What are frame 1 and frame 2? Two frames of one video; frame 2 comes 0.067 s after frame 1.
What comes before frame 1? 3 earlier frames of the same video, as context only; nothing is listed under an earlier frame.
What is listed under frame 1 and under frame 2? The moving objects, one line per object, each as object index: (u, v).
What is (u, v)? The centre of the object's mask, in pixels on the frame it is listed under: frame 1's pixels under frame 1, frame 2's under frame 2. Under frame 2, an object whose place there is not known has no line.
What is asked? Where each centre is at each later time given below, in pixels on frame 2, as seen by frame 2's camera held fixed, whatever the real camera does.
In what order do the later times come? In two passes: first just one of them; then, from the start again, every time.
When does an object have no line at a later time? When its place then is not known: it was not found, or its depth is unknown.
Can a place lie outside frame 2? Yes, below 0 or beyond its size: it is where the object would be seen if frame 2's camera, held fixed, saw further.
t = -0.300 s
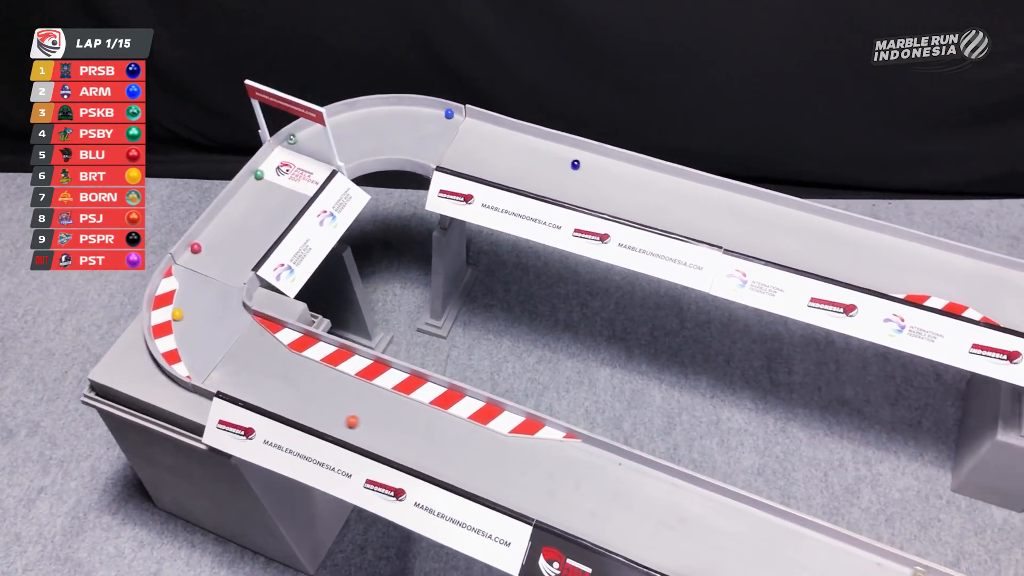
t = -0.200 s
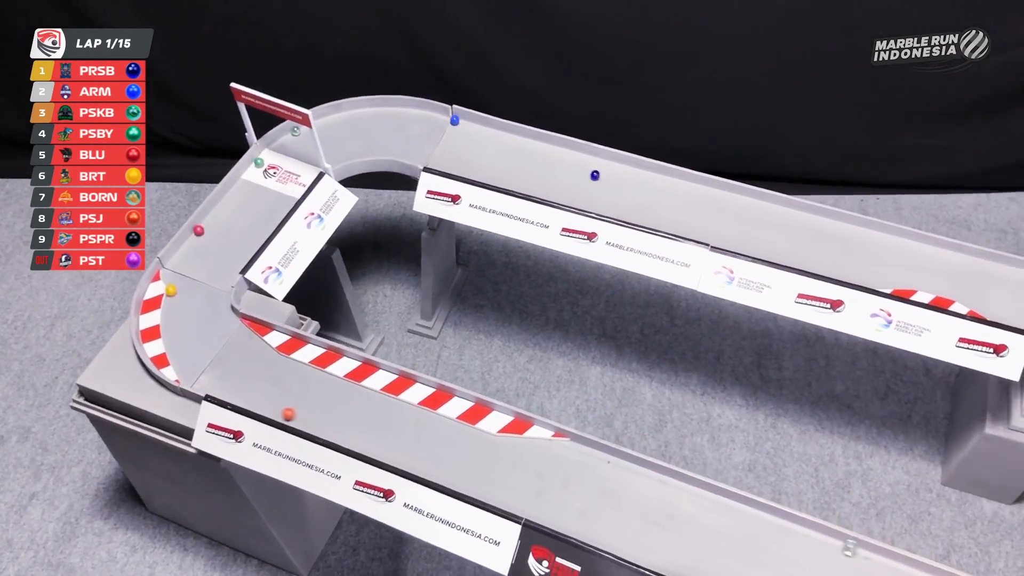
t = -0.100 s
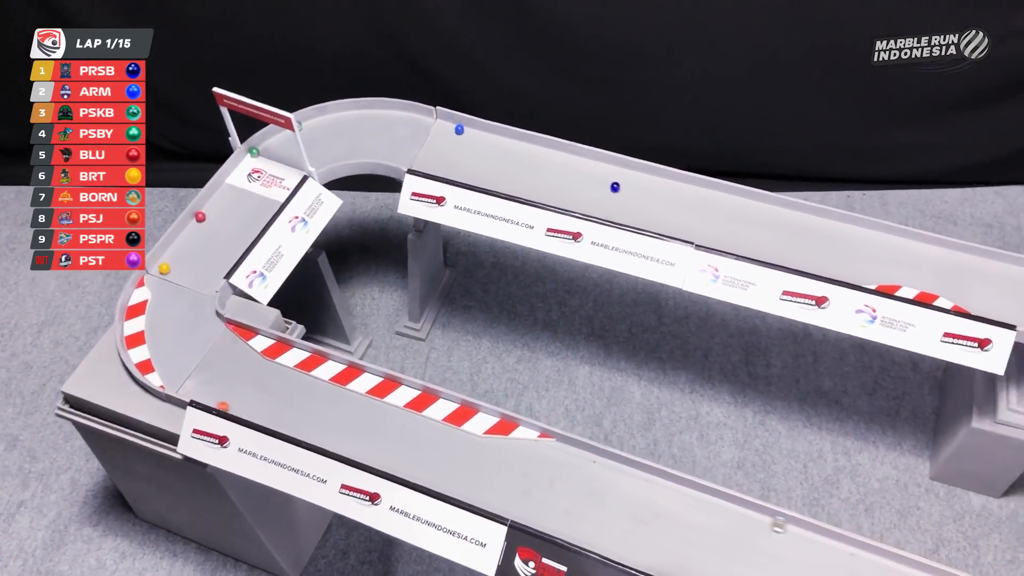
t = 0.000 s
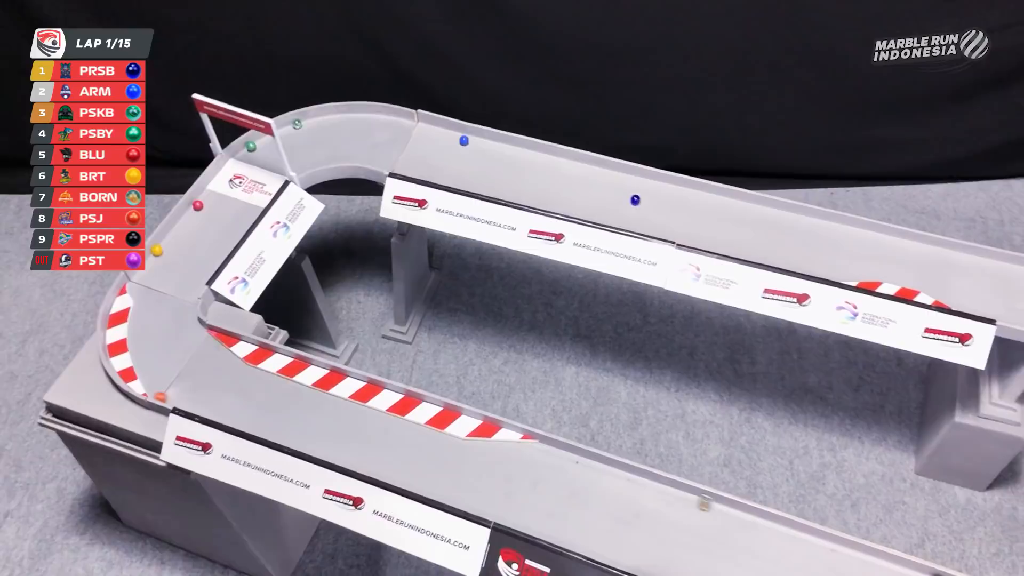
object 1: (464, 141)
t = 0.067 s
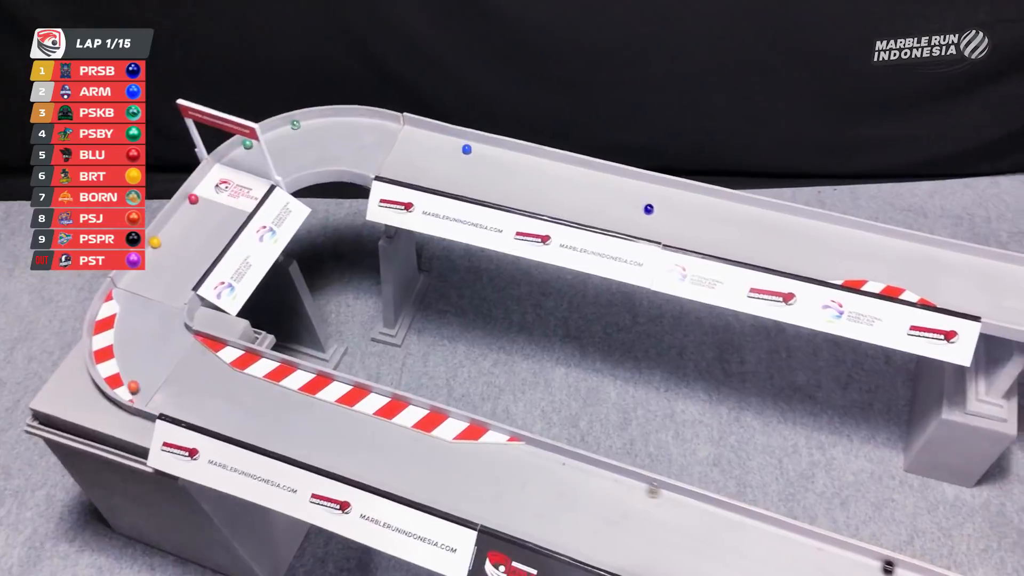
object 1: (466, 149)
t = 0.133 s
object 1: (484, 156)
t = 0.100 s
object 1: (475, 152)
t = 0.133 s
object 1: (484, 156)
